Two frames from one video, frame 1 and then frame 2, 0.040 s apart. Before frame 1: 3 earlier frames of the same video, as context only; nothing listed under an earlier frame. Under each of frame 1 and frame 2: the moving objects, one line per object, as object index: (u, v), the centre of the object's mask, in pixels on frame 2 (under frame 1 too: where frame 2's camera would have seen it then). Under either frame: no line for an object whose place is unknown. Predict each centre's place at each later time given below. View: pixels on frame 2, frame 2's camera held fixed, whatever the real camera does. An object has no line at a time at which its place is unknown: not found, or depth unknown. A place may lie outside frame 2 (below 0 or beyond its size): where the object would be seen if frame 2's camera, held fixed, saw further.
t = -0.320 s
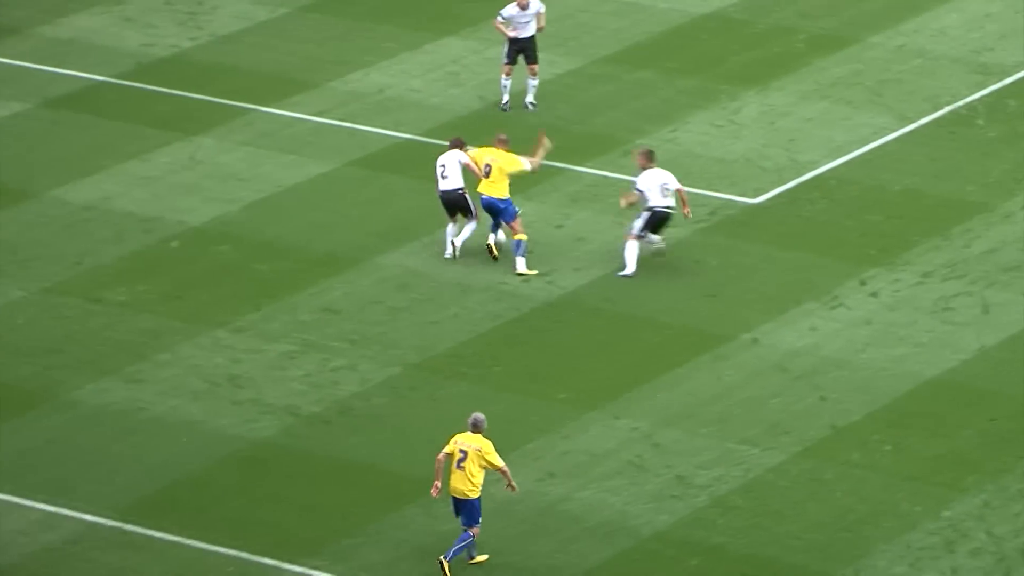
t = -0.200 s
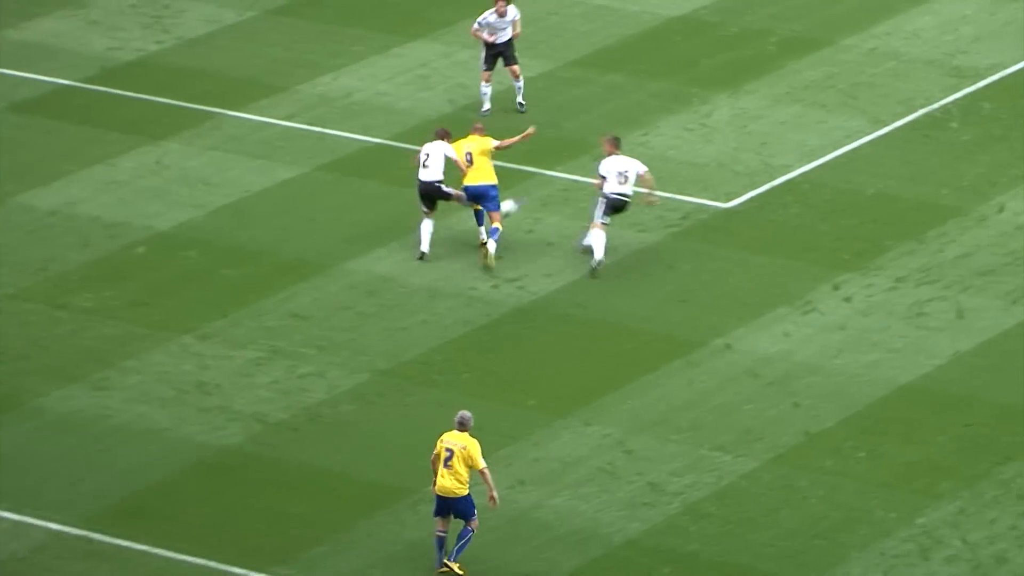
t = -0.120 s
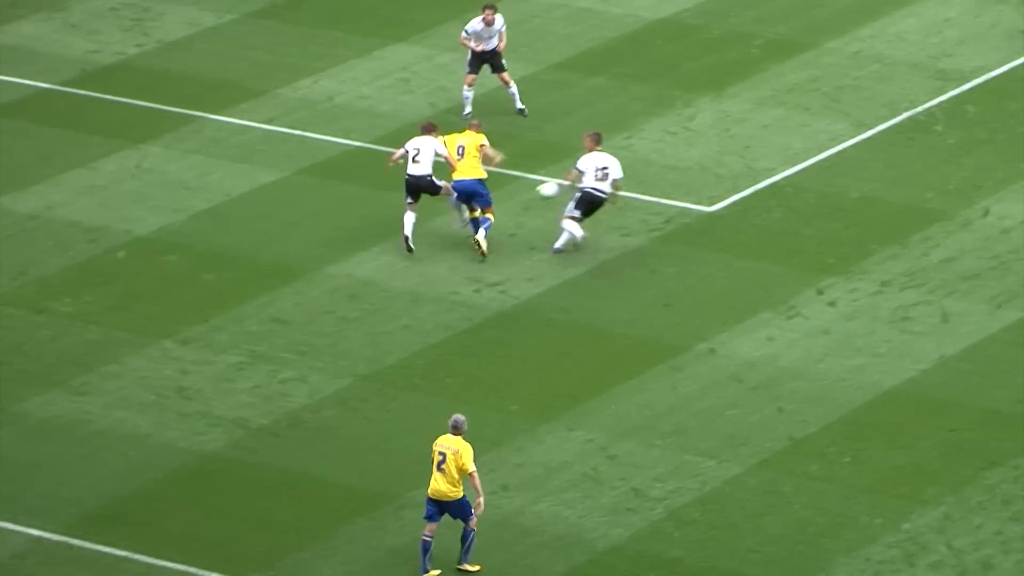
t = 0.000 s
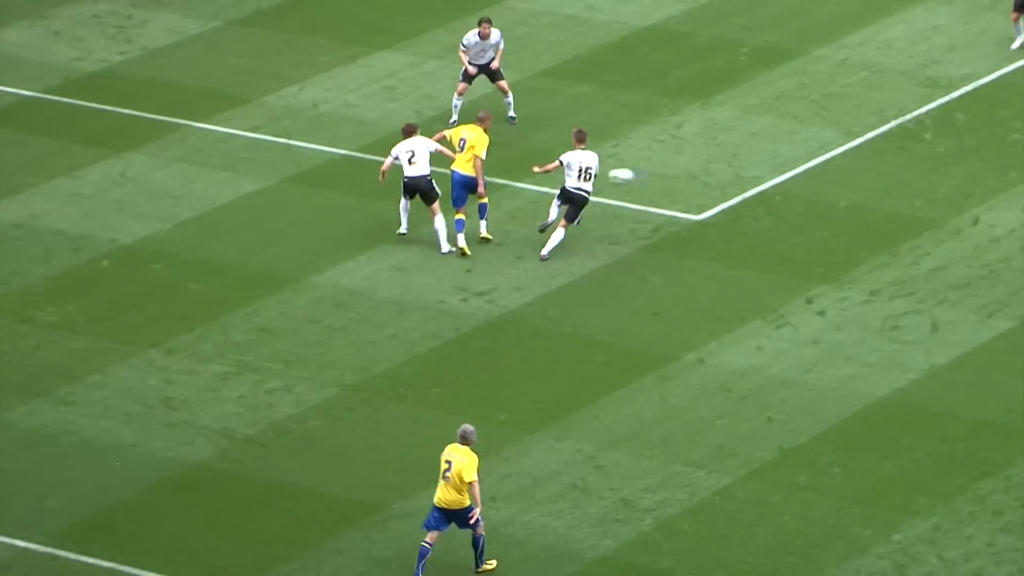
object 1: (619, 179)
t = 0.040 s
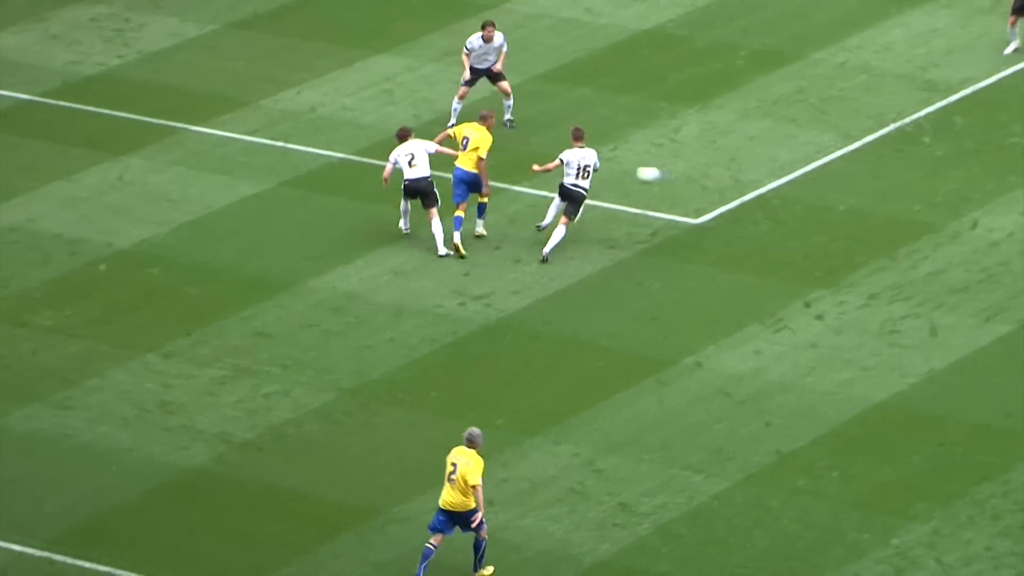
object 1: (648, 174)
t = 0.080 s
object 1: (675, 170)
